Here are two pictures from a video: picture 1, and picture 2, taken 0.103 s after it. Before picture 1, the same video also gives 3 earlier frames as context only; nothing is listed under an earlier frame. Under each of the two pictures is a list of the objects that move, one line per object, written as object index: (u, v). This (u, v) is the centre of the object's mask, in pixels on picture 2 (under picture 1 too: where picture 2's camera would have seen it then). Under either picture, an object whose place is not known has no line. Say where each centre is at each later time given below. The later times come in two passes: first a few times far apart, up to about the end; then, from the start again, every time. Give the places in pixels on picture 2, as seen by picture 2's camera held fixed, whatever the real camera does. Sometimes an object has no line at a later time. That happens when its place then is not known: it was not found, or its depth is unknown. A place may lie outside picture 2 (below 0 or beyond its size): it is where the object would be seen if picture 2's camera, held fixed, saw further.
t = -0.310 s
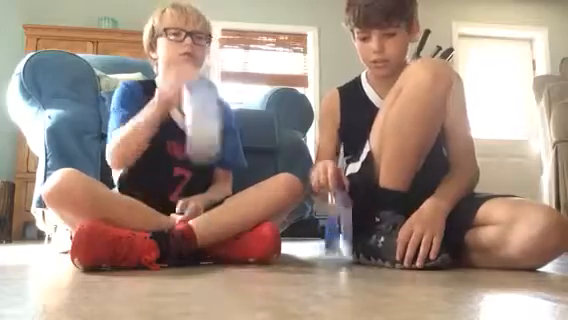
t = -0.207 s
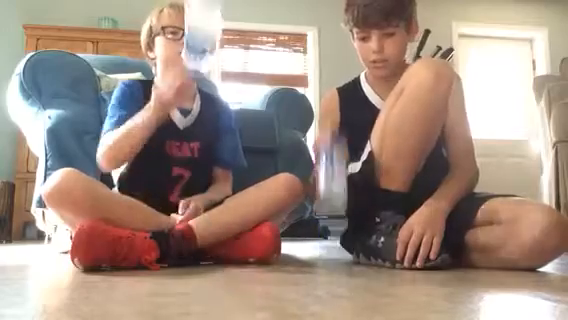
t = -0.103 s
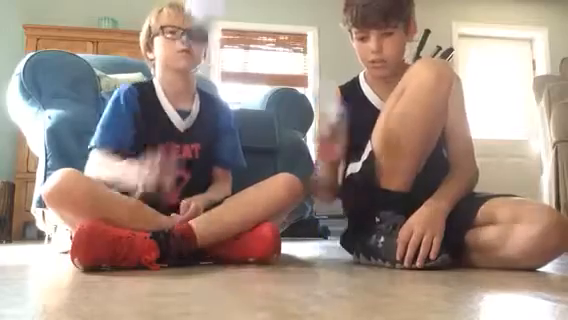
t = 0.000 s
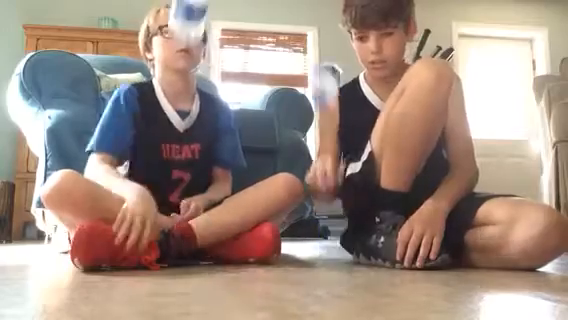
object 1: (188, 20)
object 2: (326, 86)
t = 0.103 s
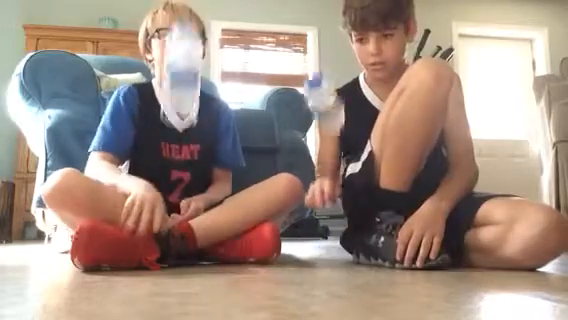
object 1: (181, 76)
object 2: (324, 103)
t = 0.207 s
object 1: (172, 203)
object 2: (322, 168)
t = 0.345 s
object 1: (166, 236)
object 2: (324, 235)
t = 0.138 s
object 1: (178, 112)
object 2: (324, 123)
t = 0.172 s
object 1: (175, 155)
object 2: (324, 147)
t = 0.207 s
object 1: (172, 203)
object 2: (322, 168)
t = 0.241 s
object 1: (169, 235)
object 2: (324, 215)
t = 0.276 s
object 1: (169, 235)
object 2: (323, 235)
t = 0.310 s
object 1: (167, 236)
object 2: (323, 234)
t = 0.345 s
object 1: (166, 236)
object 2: (324, 235)
